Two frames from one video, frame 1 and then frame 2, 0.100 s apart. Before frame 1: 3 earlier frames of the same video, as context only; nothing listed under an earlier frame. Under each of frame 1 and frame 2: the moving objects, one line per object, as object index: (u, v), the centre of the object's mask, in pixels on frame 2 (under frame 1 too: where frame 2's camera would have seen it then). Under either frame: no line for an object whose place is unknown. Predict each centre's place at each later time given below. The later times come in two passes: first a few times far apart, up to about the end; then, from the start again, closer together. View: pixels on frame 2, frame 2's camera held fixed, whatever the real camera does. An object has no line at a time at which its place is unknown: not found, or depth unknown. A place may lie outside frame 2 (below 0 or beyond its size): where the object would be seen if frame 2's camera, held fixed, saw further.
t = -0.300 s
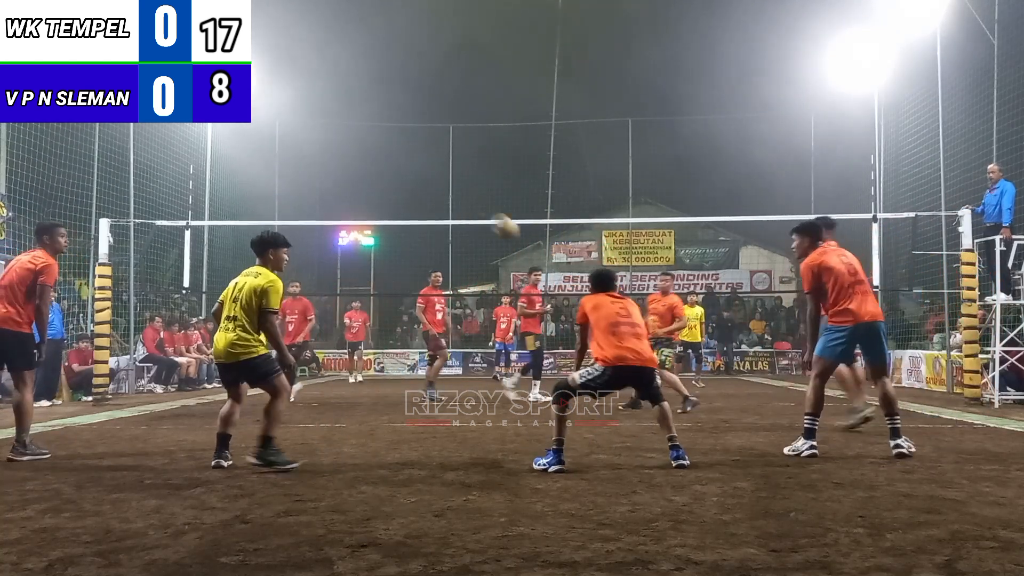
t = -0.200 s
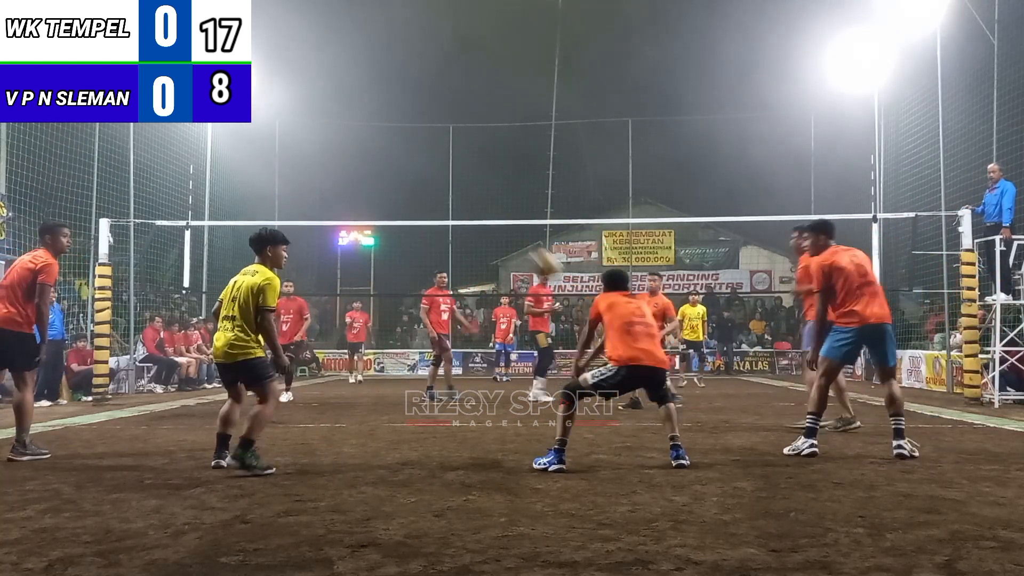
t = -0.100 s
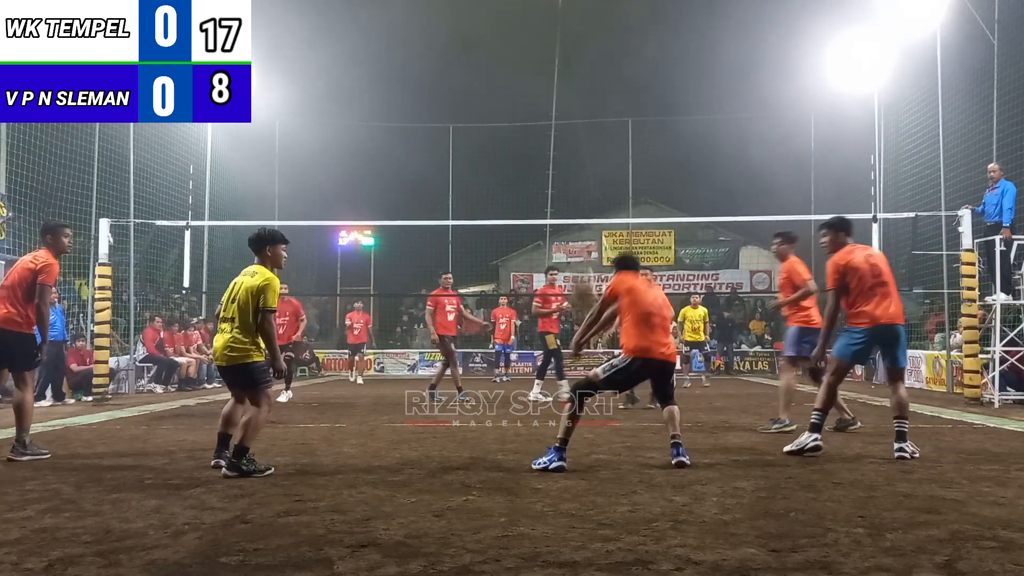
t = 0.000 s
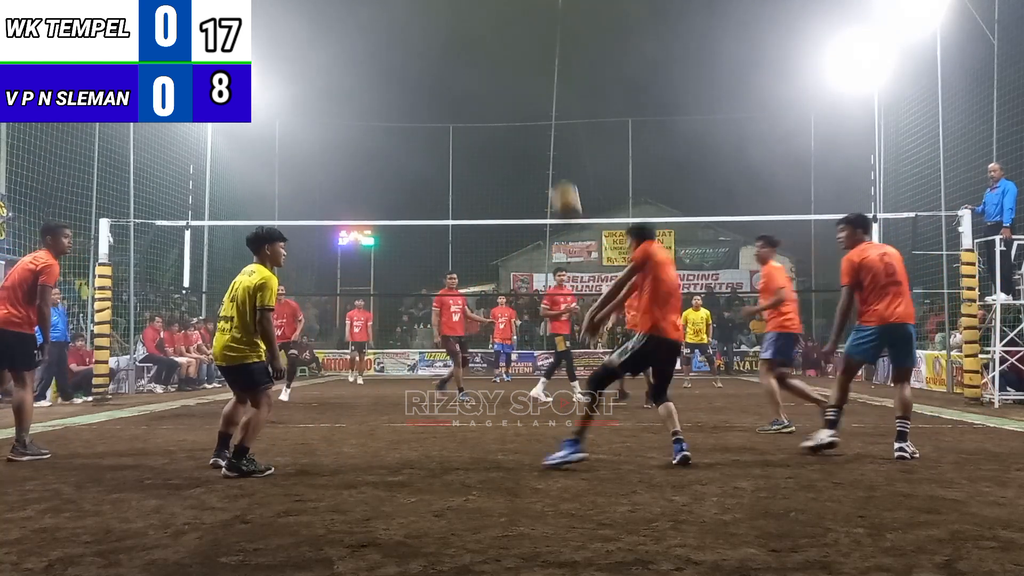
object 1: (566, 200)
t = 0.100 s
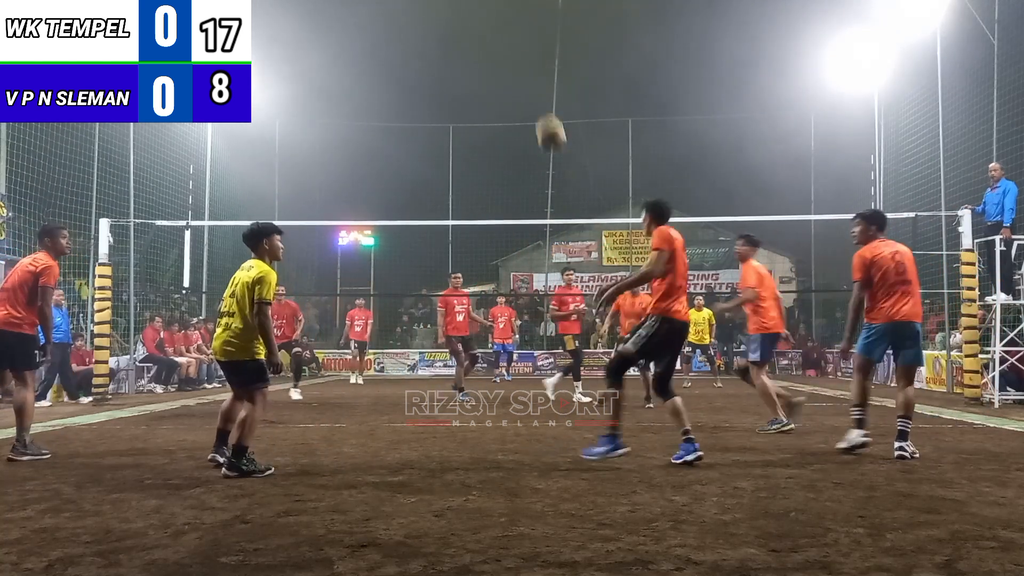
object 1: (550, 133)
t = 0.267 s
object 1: (528, 57)
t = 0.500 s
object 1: (502, 13)
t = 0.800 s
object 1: (473, 44)
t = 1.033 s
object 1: (454, 123)
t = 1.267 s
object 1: (439, 241)
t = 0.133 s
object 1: (546, 115)
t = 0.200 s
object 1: (537, 82)
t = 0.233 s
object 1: (532, 68)
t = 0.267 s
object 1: (528, 57)
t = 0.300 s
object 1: (524, 47)
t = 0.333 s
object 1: (520, 38)
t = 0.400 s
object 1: (512, 24)
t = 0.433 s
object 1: (509, 19)
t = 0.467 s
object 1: (505, 15)
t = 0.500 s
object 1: (502, 13)
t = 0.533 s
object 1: (498, 12)
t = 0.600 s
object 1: (492, 13)
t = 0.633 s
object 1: (488, 16)
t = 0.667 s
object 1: (485, 20)
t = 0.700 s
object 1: (482, 24)
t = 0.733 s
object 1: (479, 30)
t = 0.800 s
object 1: (473, 44)
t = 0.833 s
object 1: (470, 52)
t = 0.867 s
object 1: (467, 62)
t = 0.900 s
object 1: (465, 73)
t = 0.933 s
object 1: (462, 84)
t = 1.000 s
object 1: (456, 109)
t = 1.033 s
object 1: (454, 123)
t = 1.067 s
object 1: (452, 136)
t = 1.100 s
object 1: (449, 151)
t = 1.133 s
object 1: (447, 169)
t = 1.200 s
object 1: (442, 202)
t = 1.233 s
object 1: (440, 221)
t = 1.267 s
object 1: (439, 241)
